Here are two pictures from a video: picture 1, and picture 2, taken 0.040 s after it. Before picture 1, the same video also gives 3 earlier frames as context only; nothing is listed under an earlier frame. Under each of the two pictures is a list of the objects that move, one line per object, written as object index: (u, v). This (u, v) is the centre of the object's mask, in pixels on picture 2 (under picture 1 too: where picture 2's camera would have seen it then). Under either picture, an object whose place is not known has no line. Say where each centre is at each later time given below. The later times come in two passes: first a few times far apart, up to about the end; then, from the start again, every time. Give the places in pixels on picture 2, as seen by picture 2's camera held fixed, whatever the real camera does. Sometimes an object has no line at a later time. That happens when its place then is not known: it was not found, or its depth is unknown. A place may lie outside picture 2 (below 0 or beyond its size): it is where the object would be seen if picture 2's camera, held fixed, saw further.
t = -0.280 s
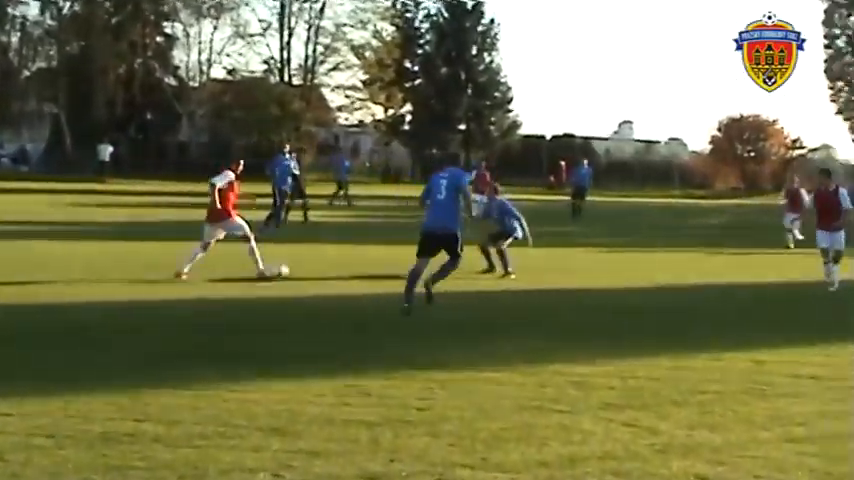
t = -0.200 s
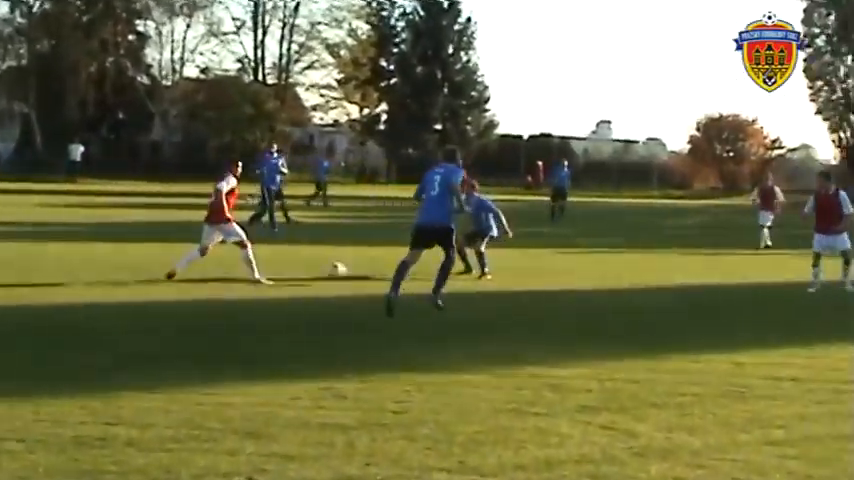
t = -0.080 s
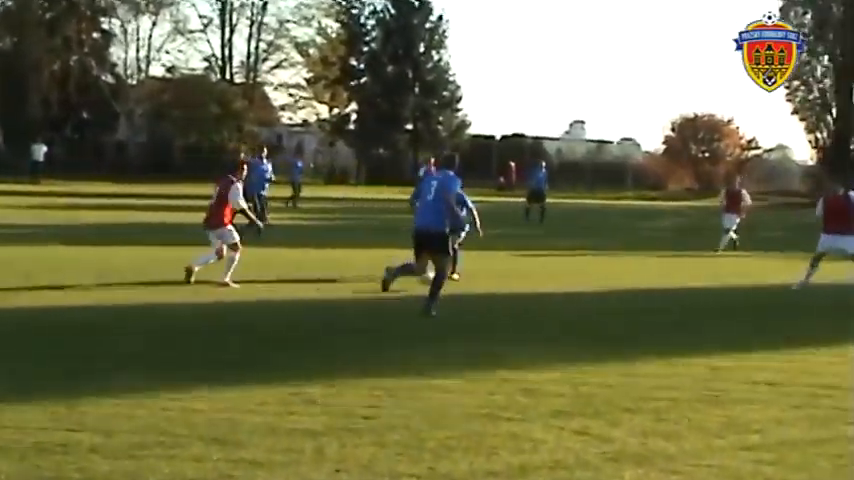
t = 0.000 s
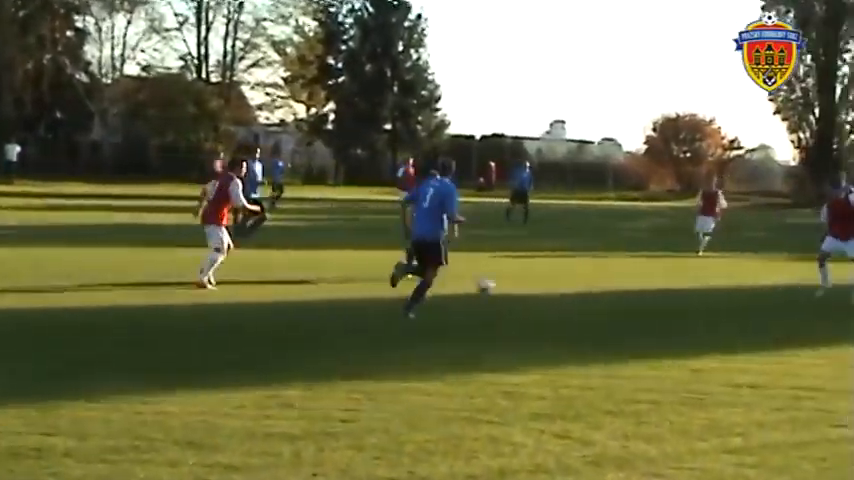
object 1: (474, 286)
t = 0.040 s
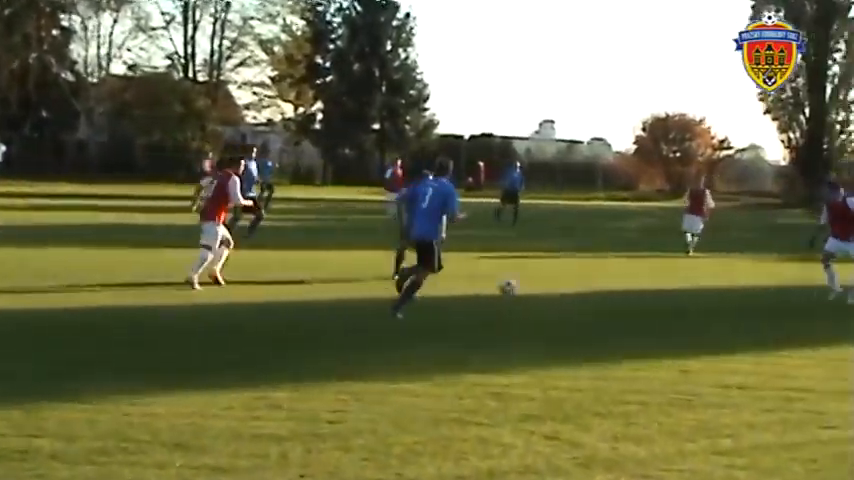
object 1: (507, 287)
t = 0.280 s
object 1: (697, 288)
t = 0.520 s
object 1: (833, 289)
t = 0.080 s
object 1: (540, 285)
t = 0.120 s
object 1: (572, 285)
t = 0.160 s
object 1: (604, 285)
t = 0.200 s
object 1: (633, 285)
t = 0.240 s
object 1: (666, 288)
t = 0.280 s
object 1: (697, 288)
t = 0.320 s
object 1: (720, 288)
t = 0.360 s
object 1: (745, 288)
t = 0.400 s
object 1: (770, 290)
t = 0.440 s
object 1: (794, 291)
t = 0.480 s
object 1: (814, 290)
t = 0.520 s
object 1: (833, 289)
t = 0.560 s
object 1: (851, 289)
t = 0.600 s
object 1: (869, 291)
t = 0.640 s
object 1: (886, 293)
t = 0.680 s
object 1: (901, 293)
